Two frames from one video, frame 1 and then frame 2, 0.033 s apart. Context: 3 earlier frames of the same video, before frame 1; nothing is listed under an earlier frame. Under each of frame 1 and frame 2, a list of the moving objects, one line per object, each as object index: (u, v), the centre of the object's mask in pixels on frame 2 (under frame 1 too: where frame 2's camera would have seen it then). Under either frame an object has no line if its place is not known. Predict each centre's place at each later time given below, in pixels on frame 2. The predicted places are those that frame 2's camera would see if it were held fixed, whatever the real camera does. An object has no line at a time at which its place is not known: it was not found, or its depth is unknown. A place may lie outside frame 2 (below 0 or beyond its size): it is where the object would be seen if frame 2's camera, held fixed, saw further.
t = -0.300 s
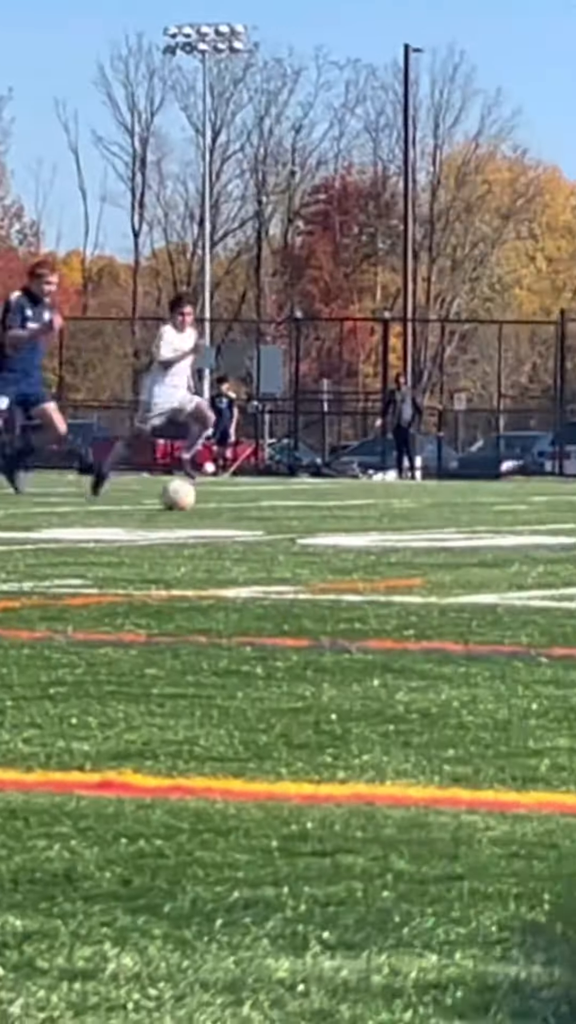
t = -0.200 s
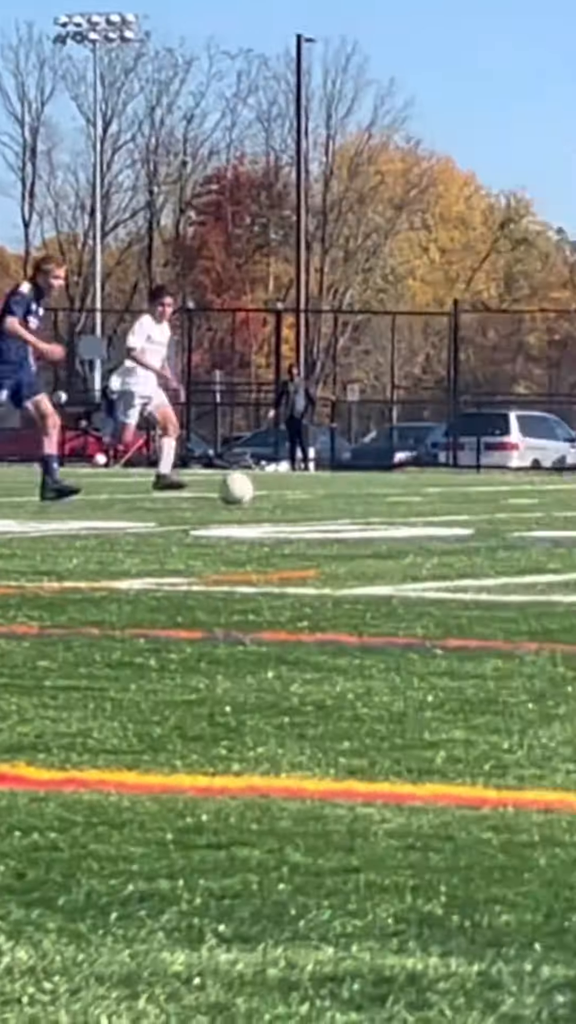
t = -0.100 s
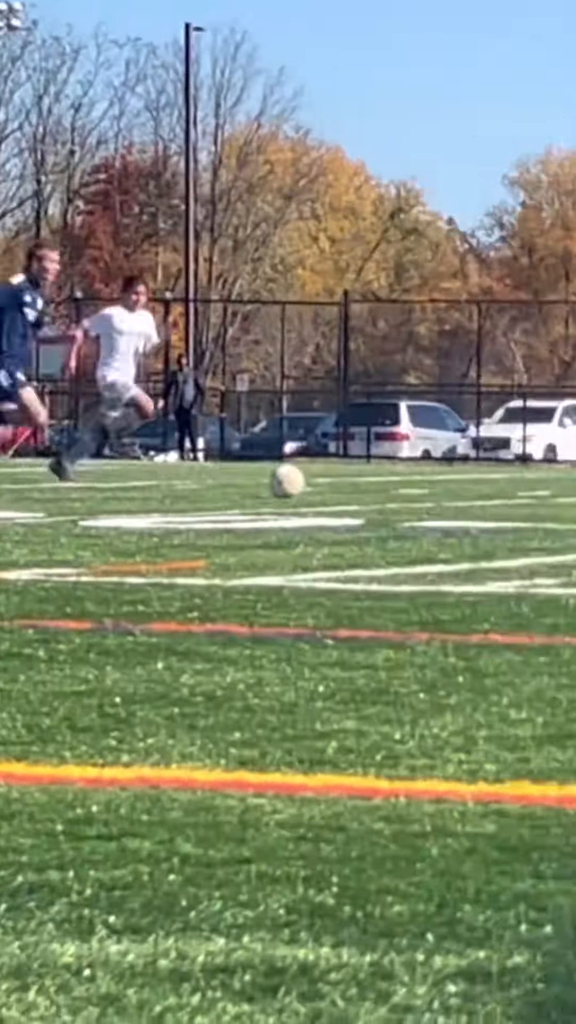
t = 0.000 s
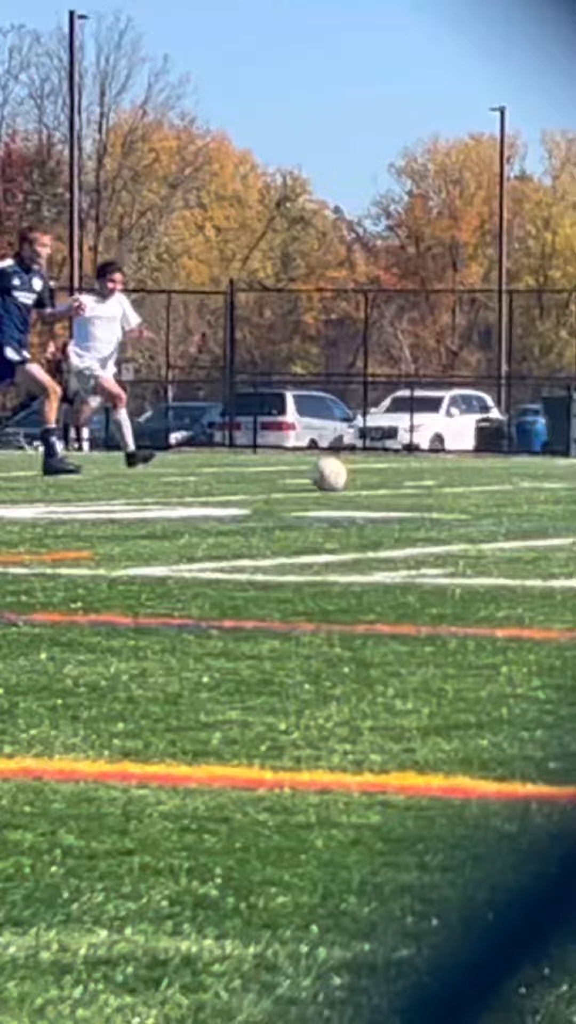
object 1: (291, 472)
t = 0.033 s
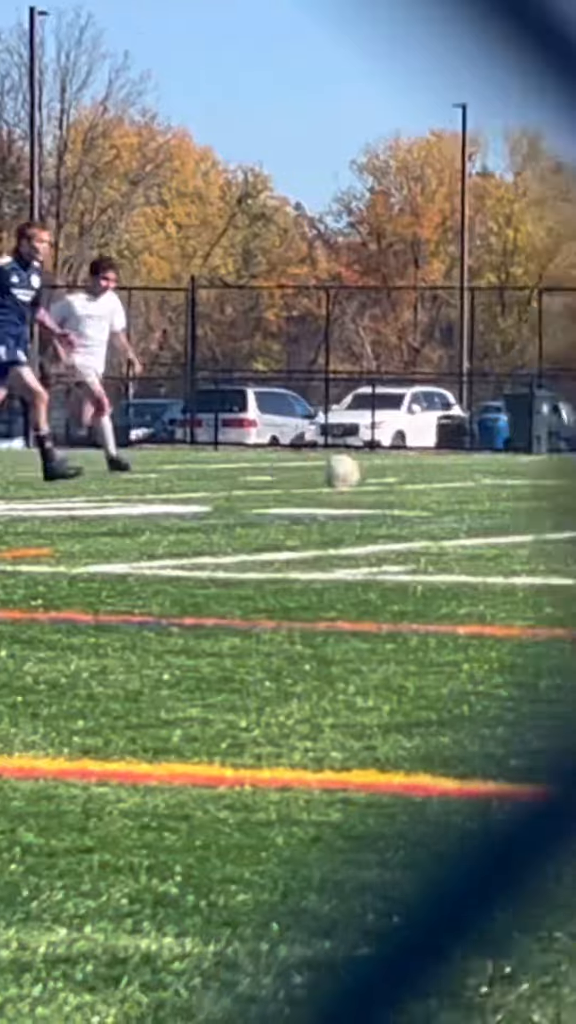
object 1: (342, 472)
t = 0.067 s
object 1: (394, 473)
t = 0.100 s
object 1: (444, 474)
